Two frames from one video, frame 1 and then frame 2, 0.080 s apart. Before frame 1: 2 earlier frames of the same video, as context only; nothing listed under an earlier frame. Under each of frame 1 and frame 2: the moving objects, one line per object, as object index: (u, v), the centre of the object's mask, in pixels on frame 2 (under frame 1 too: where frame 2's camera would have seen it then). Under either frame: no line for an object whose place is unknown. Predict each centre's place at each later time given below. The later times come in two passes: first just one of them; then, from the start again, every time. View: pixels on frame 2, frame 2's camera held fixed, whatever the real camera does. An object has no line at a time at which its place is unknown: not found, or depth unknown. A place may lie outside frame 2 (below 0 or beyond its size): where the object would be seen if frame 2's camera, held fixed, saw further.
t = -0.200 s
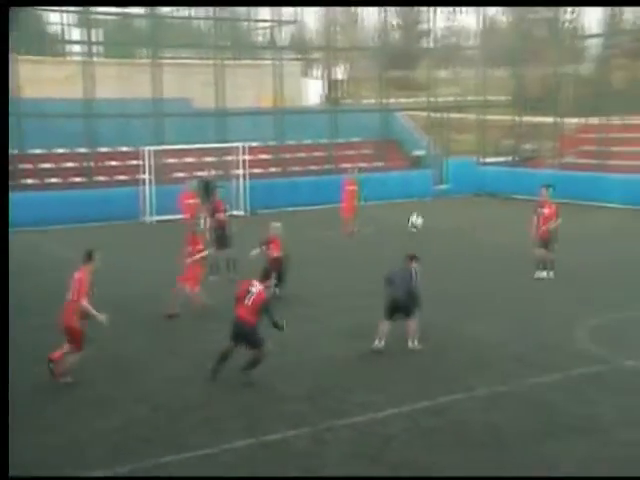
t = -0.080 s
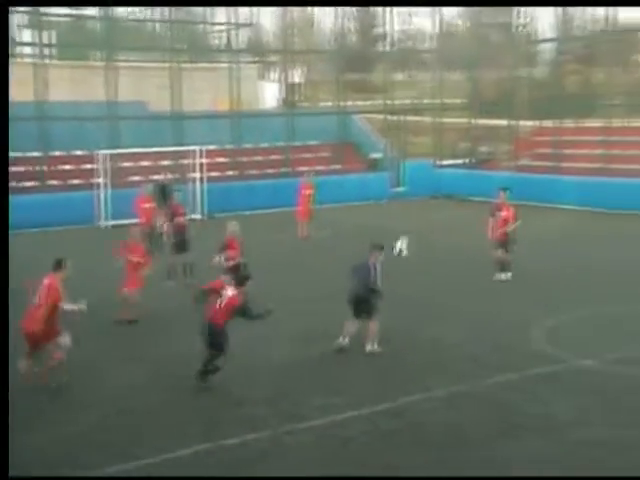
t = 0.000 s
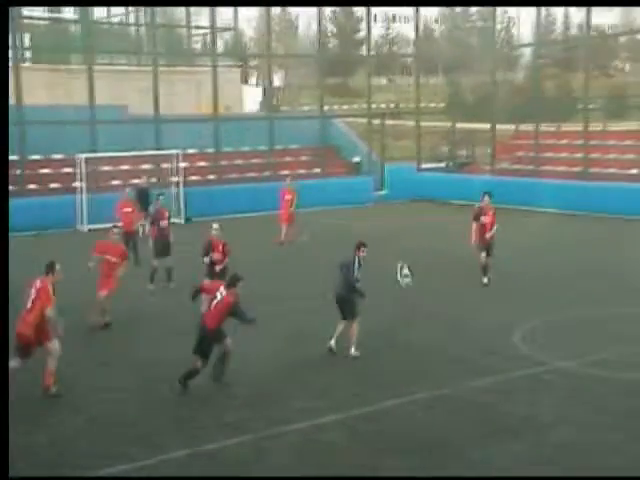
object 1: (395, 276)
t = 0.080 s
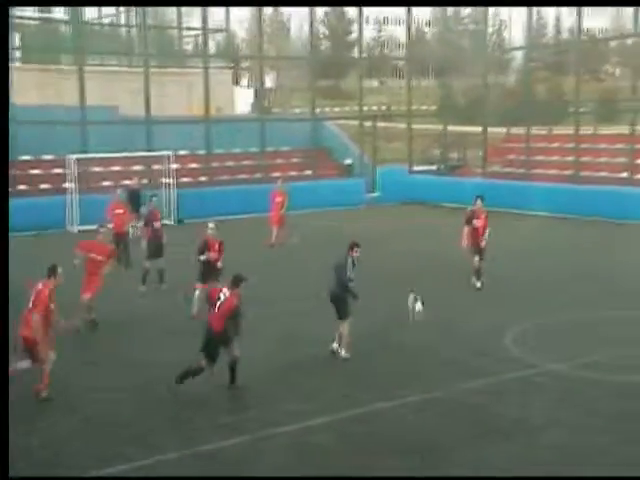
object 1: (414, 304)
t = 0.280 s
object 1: (473, 414)
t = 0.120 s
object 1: (427, 320)
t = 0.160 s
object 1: (439, 342)
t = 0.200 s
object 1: (451, 365)
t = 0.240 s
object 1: (461, 388)
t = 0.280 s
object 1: (473, 414)
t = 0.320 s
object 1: (484, 434)
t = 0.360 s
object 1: (488, 419)
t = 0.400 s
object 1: (492, 411)
